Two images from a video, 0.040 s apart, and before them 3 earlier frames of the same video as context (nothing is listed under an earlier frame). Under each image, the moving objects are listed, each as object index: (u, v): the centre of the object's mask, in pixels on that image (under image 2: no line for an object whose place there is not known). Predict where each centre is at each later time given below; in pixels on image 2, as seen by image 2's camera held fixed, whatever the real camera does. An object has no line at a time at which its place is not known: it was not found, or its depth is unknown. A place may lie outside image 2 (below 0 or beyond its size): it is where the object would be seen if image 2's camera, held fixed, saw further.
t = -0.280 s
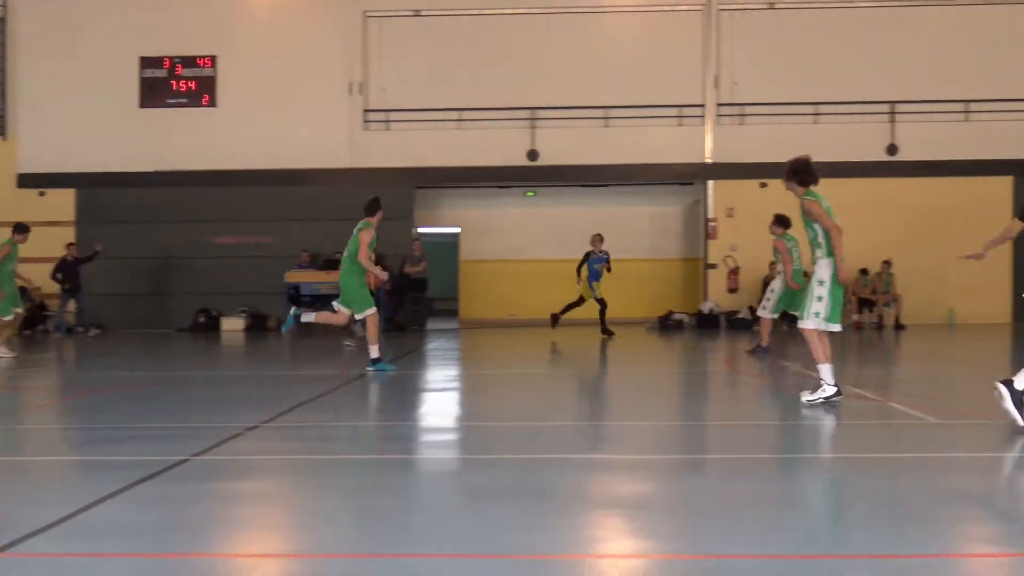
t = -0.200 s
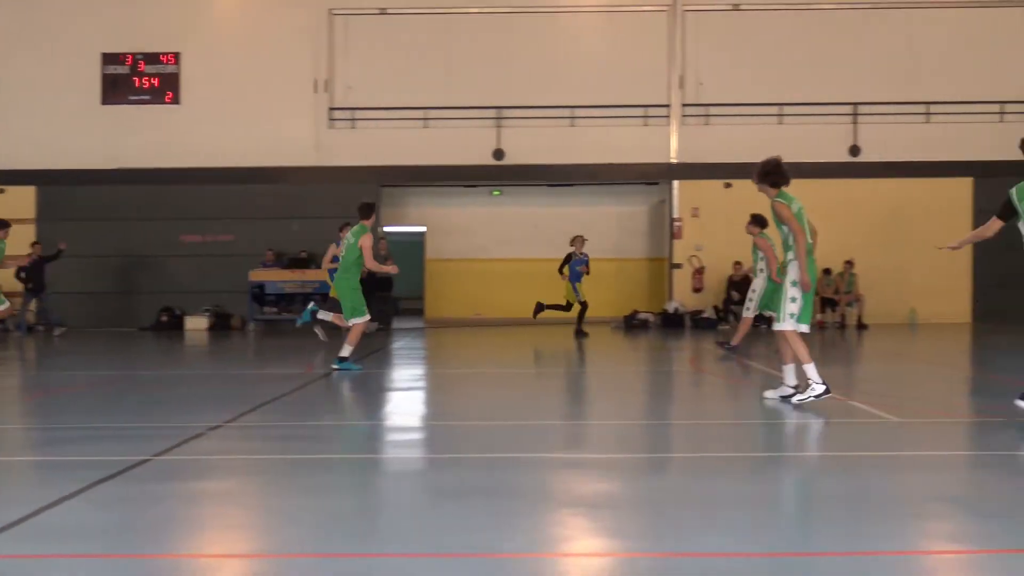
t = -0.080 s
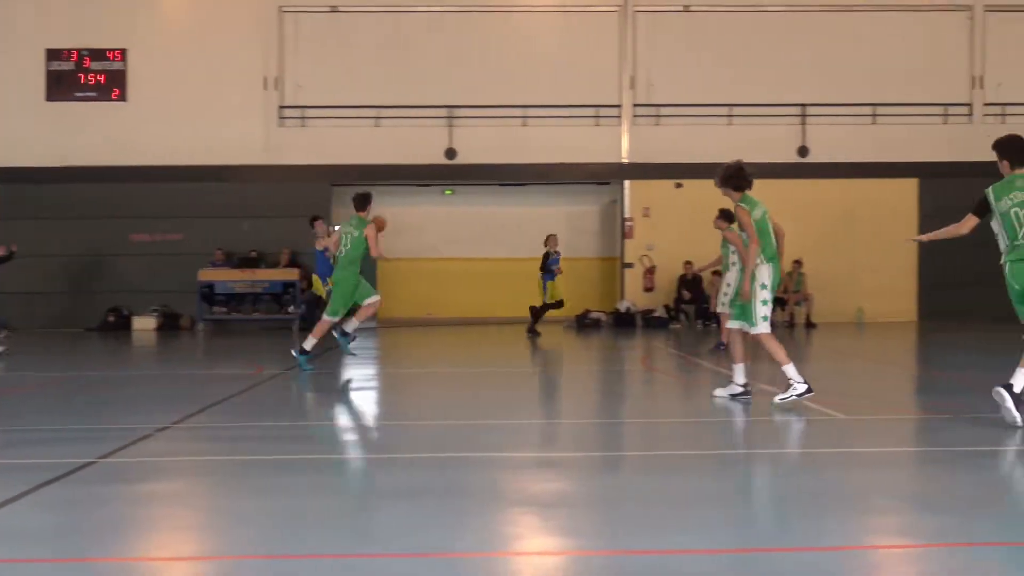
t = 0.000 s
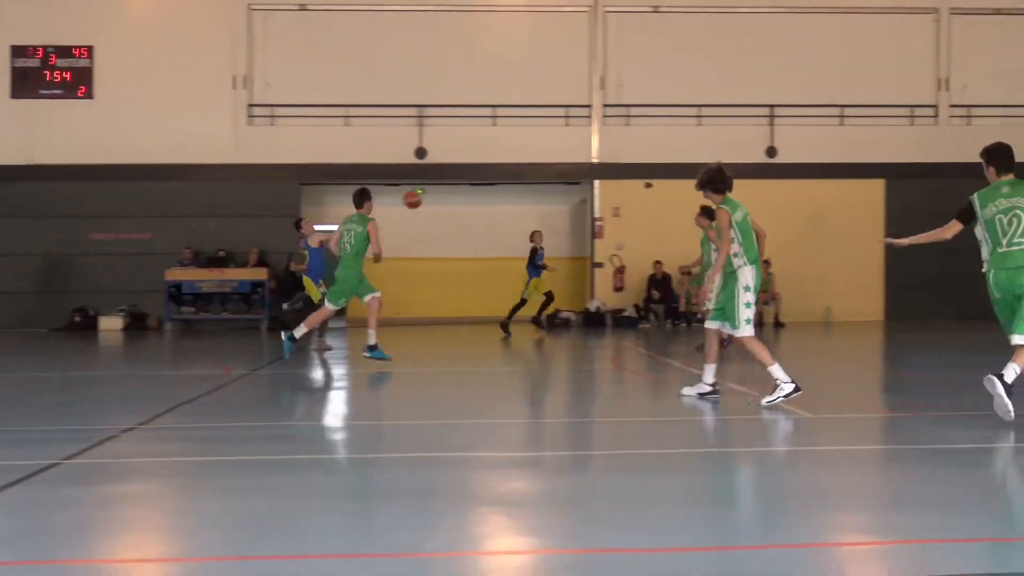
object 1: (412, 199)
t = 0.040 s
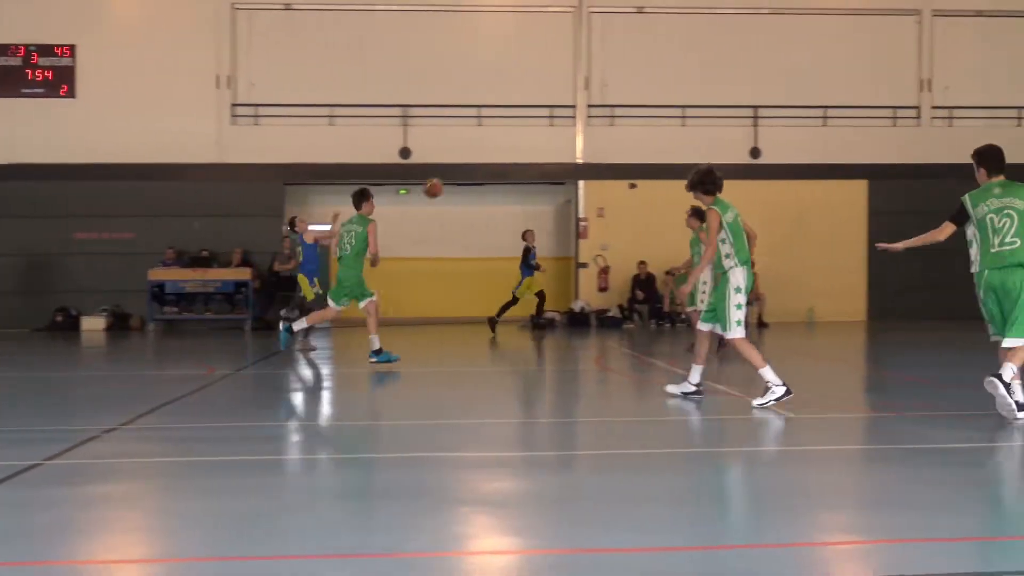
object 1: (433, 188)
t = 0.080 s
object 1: (468, 177)
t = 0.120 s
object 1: (504, 169)
